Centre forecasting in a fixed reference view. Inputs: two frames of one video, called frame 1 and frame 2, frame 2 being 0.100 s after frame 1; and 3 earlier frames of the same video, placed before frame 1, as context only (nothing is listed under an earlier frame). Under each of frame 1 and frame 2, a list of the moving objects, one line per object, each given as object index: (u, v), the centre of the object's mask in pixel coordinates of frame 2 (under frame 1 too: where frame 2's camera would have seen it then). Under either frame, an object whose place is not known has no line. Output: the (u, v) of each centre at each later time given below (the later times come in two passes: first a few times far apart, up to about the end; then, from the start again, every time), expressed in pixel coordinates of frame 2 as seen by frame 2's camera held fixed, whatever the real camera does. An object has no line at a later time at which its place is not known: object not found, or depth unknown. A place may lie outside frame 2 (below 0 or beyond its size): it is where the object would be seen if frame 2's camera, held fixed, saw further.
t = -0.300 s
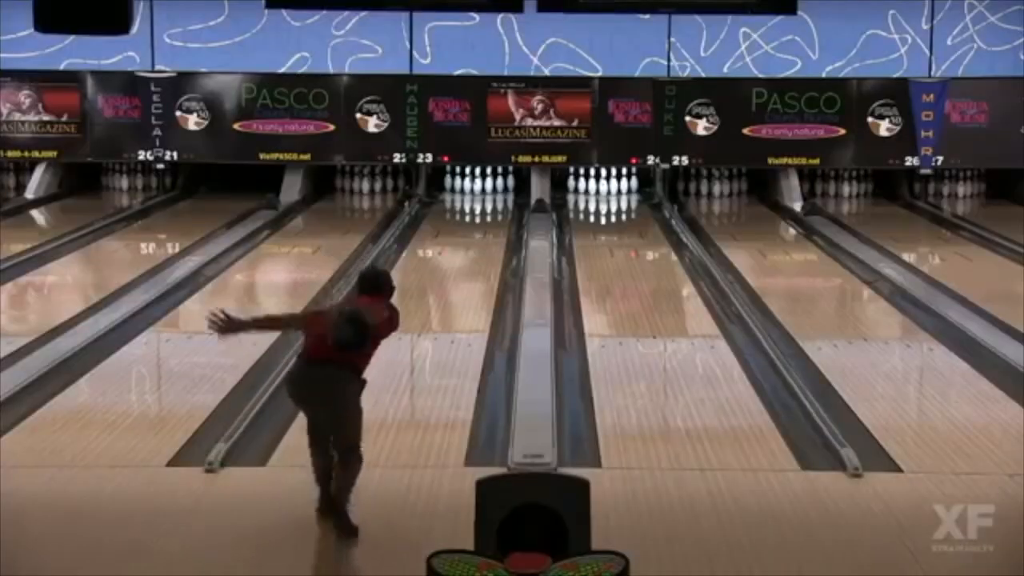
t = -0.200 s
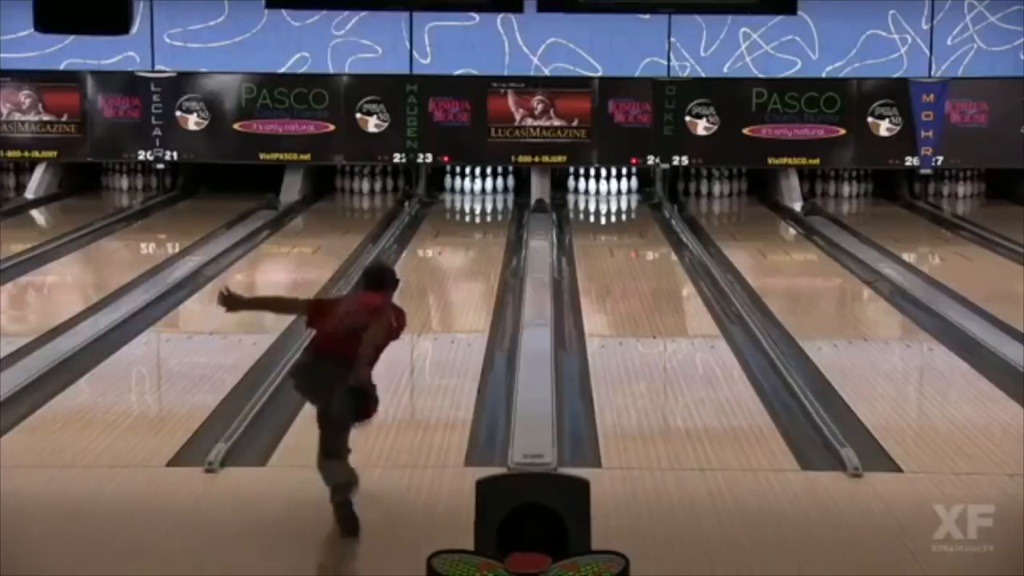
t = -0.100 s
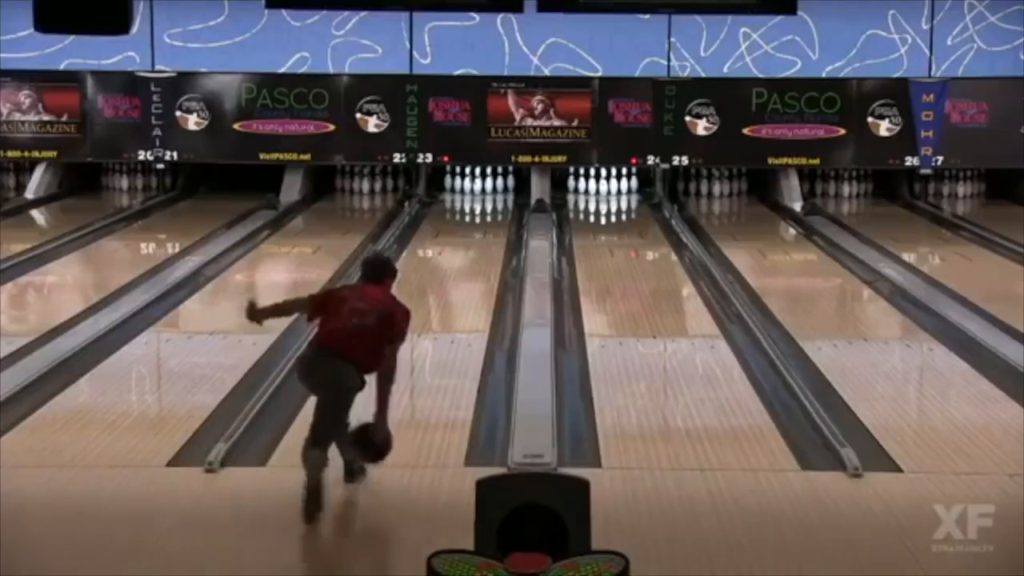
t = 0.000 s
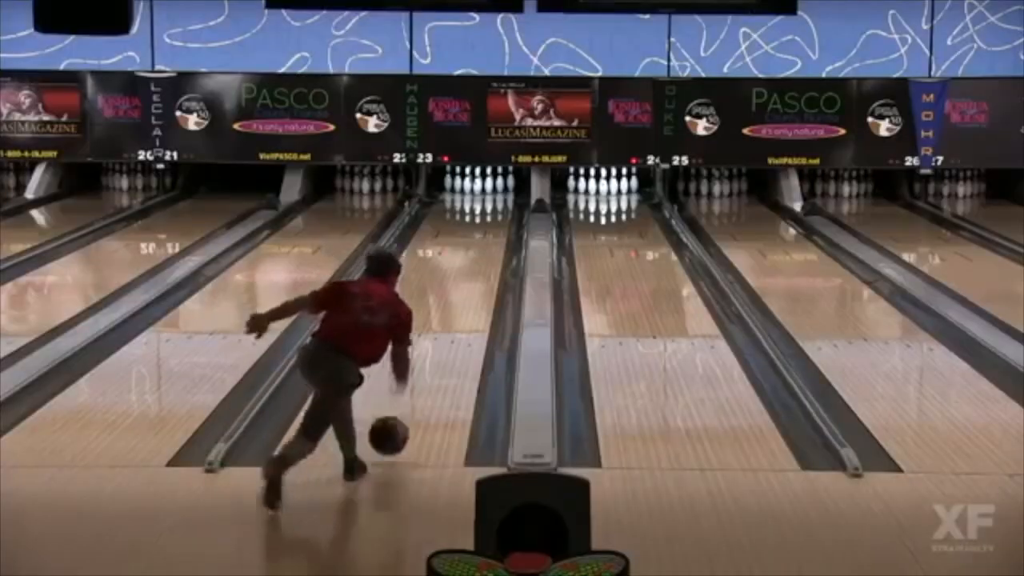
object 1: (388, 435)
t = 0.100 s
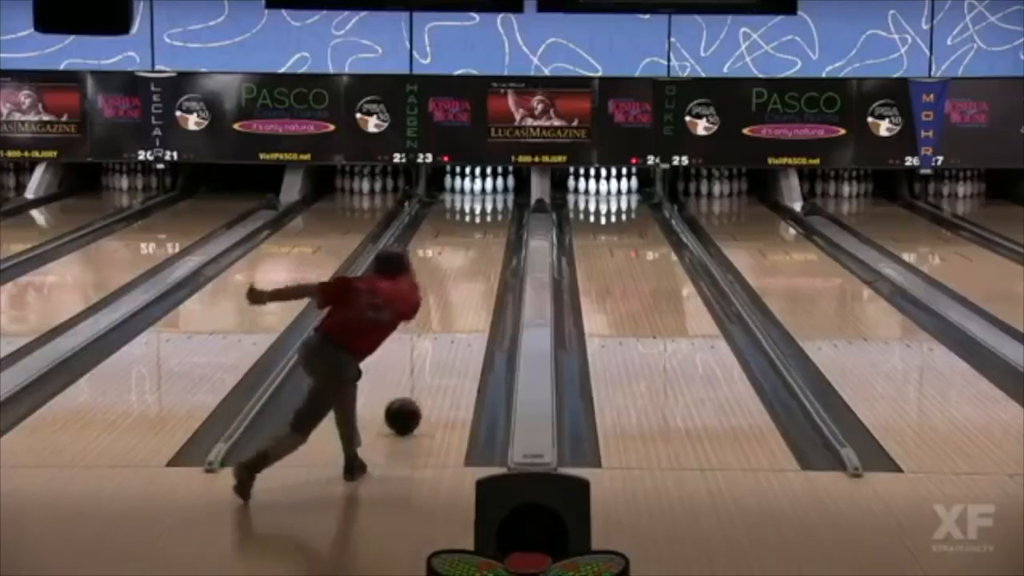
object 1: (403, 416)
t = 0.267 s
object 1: (422, 378)
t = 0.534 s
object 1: (446, 329)
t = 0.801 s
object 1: (463, 294)
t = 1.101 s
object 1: (477, 263)
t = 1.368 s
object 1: (486, 242)
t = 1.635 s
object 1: (493, 225)
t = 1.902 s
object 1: (495, 210)
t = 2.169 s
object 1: (492, 199)
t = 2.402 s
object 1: (486, 191)
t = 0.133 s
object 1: (407, 408)
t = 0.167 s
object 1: (411, 400)
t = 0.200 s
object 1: (415, 393)
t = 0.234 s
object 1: (418, 385)
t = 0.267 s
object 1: (422, 378)
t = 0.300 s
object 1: (426, 371)
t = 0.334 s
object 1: (429, 364)
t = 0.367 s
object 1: (432, 359)
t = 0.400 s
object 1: (435, 352)
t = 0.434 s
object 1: (438, 347)
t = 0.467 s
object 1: (443, 344)
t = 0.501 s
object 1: (445, 334)
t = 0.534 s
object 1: (446, 329)
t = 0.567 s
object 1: (449, 325)
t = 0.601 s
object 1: (451, 321)
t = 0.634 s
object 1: (453, 316)
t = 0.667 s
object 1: (455, 311)
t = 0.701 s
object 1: (457, 307)
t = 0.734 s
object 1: (459, 303)
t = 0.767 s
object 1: (461, 298)
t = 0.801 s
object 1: (463, 294)
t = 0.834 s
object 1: (465, 290)
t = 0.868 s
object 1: (467, 286)
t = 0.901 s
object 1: (469, 283)
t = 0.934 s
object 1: (470, 279)
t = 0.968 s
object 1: (472, 276)
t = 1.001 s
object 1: (473, 272)
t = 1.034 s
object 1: (475, 269)
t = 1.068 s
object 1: (476, 266)
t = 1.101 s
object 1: (477, 263)
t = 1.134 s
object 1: (479, 260)
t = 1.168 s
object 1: (480, 258)
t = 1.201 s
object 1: (481, 254)
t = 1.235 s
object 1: (482, 252)
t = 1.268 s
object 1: (484, 249)
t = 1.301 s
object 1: (484, 246)
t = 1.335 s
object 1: (483, 246)
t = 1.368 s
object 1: (486, 242)
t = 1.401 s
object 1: (487, 240)
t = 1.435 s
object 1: (488, 237)
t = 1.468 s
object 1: (488, 235)
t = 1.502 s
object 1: (490, 233)
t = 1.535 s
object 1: (490, 232)
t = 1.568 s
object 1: (492, 228)
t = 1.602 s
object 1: (492, 226)
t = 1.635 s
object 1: (493, 225)
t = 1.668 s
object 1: (493, 223)
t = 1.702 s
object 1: (492, 223)
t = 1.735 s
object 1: (494, 219)
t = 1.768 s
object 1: (495, 217)
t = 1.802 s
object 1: (494, 216)
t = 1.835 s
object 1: (495, 213)
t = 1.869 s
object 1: (494, 212)
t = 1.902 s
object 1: (495, 210)
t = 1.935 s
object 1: (495, 209)
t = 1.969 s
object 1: (495, 207)
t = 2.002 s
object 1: (494, 205)
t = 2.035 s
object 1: (494, 203)
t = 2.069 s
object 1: (494, 202)
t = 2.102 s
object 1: (493, 201)
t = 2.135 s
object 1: (493, 200)
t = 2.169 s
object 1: (492, 199)
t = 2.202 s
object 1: (491, 198)
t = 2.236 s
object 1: (491, 197)
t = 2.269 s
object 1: (490, 195)
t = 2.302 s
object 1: (489, 193)
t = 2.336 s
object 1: (488, 193)
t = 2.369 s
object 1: (487, 191)
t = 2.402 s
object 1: (486, 191)
